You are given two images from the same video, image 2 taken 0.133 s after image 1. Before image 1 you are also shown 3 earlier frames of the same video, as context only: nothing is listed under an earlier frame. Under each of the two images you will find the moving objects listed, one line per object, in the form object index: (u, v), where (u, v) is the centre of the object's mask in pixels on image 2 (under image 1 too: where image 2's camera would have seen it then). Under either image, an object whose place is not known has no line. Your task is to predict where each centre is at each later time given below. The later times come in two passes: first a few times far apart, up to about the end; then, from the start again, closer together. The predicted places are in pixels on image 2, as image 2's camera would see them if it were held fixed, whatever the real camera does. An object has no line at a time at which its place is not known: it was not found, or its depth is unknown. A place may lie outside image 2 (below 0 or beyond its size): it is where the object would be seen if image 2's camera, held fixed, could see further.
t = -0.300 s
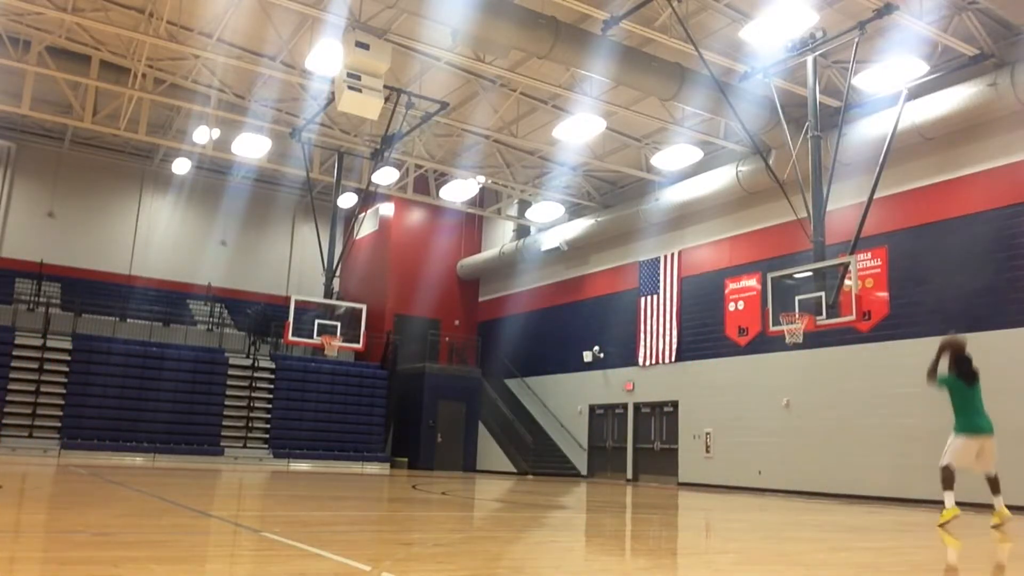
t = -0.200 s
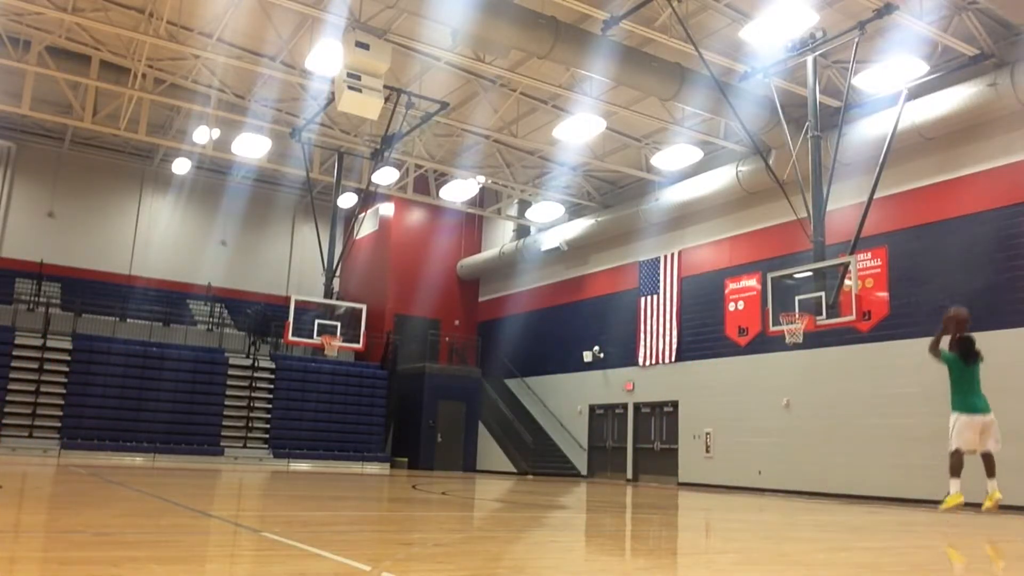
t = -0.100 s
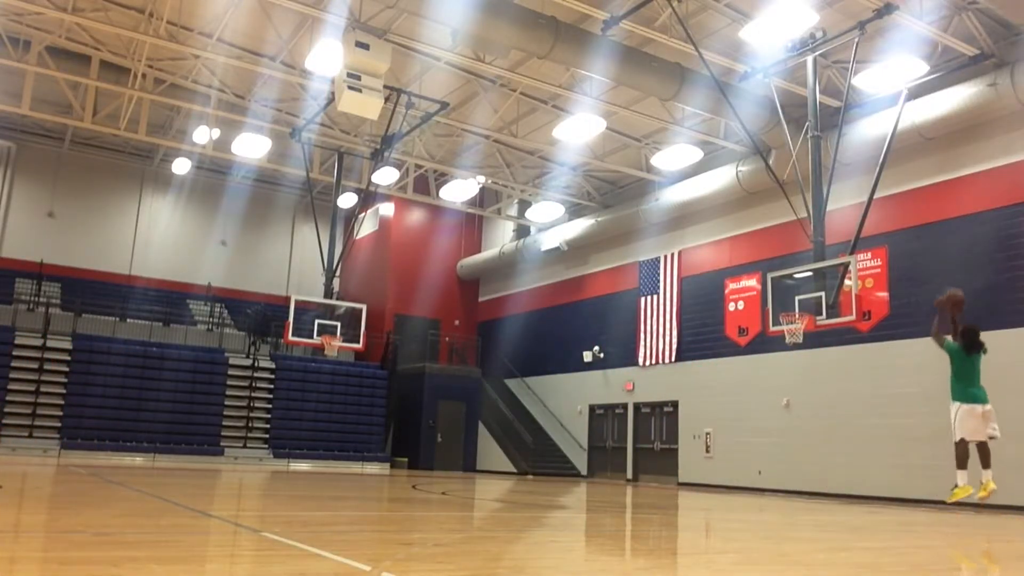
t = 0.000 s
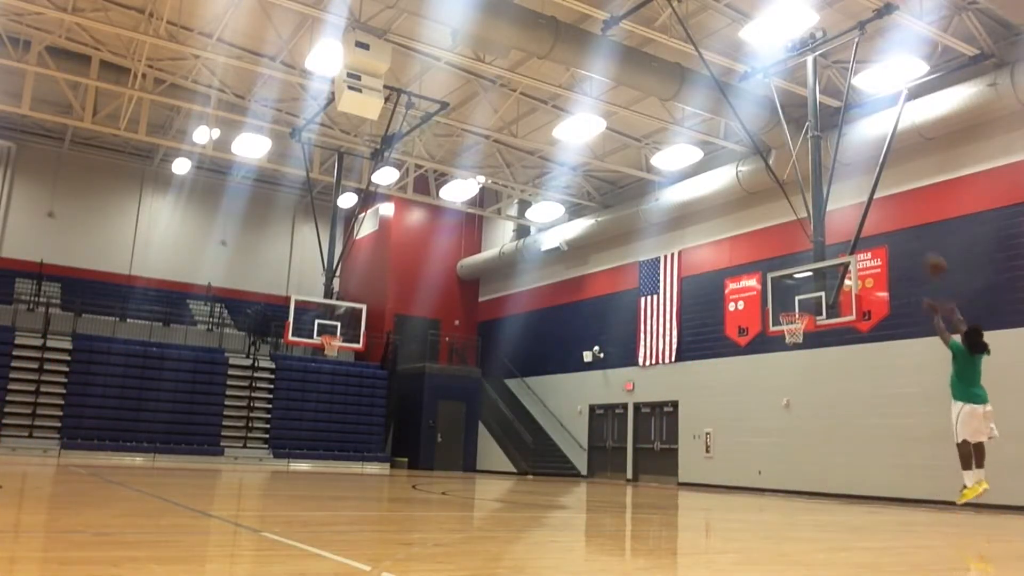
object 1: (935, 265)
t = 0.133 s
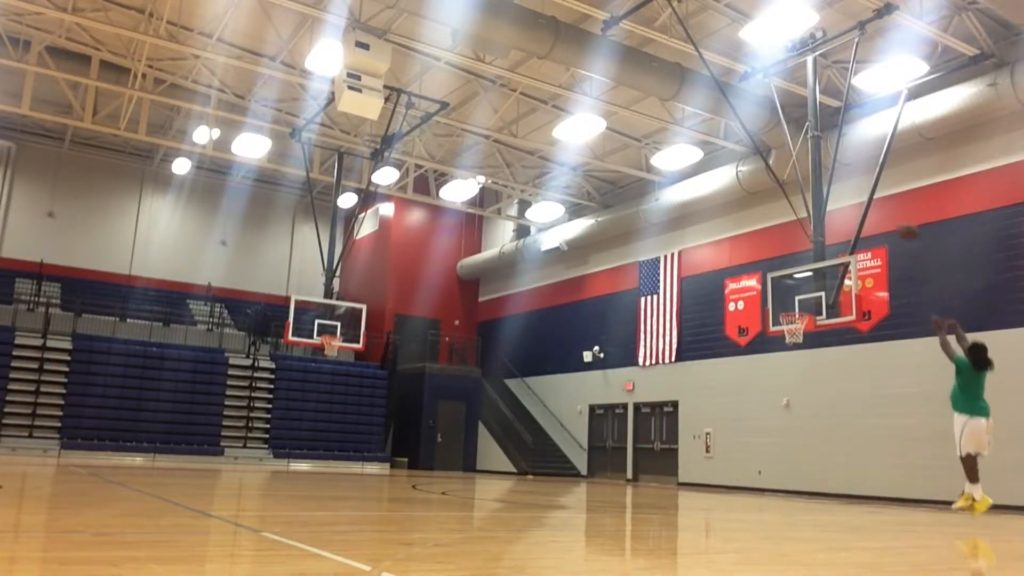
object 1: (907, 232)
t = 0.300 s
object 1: (879, 213)
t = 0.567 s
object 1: (843, 224)
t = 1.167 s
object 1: (785, 341)
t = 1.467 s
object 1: (762, 398)
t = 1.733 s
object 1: (744, 490)
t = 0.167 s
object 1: (901, 226)
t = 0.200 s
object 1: (895, 221)
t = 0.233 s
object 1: (889, 217)
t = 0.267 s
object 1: (884, 214)
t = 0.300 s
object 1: (879, 213)
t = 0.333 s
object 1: (873, 211)
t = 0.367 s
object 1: (869, 211)
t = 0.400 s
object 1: (864, 212)
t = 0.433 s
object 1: (860, 213)
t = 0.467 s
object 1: (855, 215)
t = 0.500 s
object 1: (851, 217)
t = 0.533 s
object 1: (847, 221)
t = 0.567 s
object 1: (843, 224)
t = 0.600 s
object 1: (839, 228)
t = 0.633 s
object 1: (835, 233)
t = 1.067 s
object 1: (792, 335)
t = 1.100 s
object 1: (788, 338)
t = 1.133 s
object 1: (787, 339)
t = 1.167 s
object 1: (785, 341)
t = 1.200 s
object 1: (782, 345)
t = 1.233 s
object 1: (779, 349)
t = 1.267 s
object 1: (777, 355)
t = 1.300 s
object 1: (774, 361)
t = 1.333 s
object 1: (772, 367)
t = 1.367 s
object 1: (770, 374)
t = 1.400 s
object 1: (767, 382)
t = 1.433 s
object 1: (765, 390)
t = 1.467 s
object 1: (762, 398)
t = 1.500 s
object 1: (760, 407)
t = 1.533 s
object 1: (758, 417)
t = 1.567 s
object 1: (755, 427)
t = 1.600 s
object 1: (753, 439)
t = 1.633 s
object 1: (751, 451)
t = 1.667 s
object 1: (748, 464)
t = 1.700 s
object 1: (746, 476)
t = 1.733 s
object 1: (744, 490)
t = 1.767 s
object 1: (743, 487)
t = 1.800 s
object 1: (742, 476)
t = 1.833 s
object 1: (741, 466)
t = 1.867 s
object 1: (741, 457)
